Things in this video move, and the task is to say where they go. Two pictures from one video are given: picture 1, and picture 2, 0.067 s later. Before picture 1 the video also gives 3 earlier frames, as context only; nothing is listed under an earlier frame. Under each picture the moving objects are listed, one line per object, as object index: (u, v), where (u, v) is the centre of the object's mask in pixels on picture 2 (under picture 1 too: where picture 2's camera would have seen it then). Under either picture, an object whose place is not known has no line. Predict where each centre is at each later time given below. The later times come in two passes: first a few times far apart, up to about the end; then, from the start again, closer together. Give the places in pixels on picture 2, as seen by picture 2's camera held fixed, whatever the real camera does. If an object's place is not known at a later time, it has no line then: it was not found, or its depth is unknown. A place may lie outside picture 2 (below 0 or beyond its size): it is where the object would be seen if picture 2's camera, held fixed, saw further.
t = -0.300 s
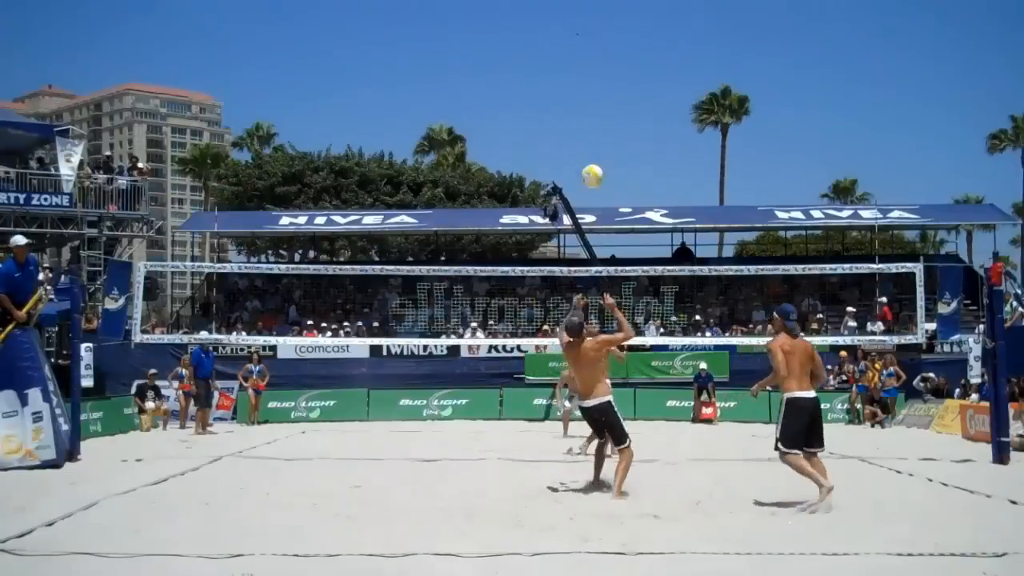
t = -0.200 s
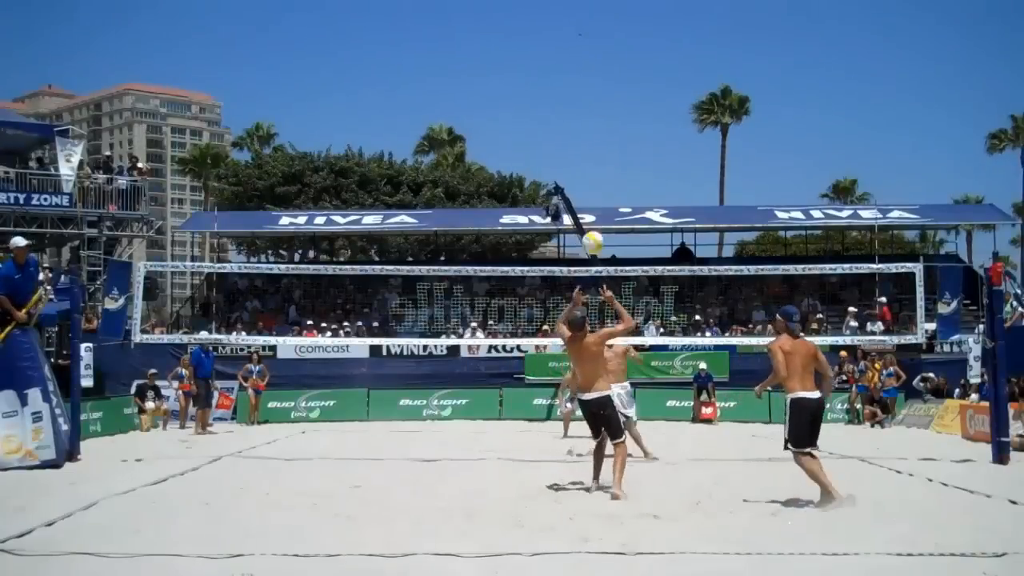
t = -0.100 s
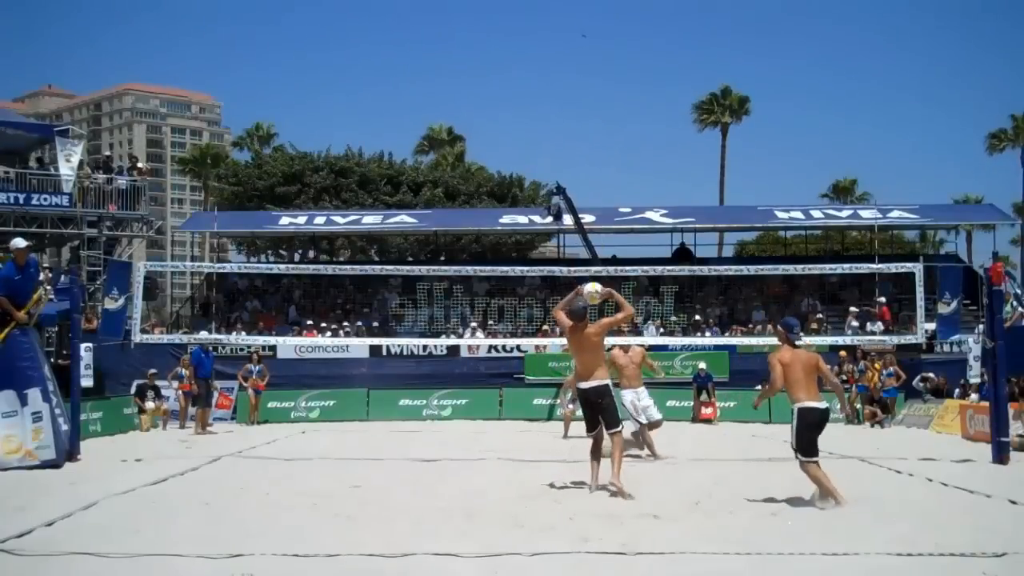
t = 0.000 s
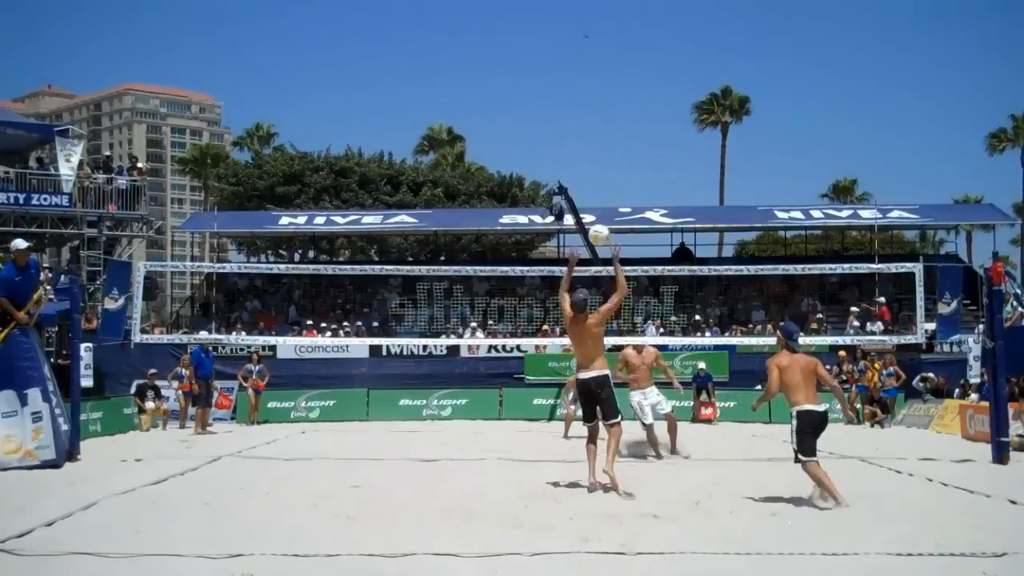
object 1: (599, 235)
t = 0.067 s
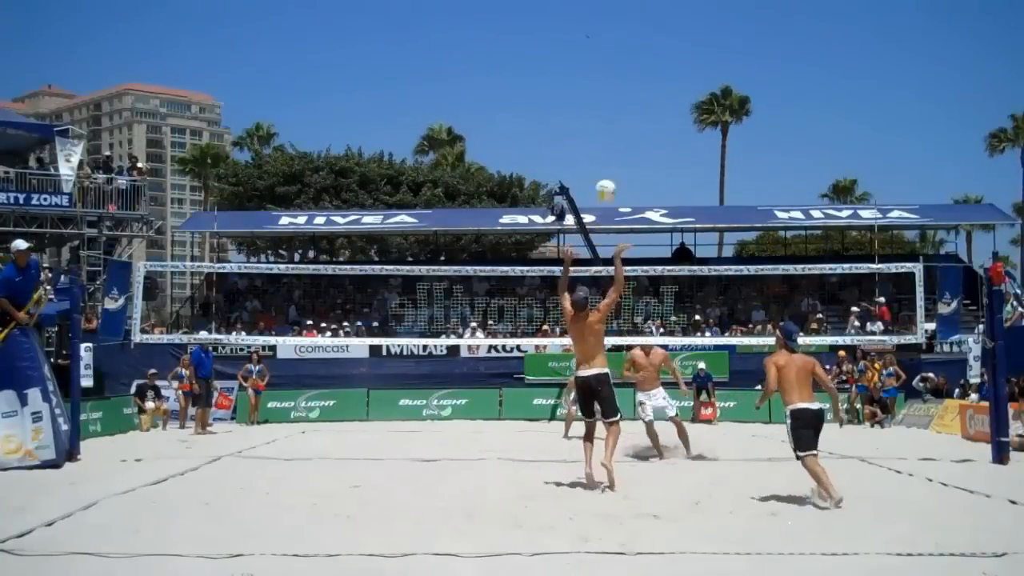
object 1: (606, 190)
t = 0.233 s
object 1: (621, 99)
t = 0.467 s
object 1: (640, 20)
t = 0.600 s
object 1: (650, 4)
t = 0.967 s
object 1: (672, 22)
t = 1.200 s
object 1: (682, 95)
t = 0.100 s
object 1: (609, 169)
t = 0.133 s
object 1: (612, 150)
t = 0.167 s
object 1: (615, 132)
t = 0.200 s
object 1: (618, 115)
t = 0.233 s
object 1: (621, 99)
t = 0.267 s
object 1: (624, 85)
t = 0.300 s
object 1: (627, 71)
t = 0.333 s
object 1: (629, 59)
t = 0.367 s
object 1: (632, 47)
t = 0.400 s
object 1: (635, 37)
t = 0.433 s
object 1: (637, 28)
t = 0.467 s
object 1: (640, 20)
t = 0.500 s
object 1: (642, 13)
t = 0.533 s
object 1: (645, 8)
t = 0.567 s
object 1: (648, 6)
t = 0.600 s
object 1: (650, 4)
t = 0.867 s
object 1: (667, 7)
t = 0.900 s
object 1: (669, 9)
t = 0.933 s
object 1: (670, 15)
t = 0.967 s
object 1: (672, 22)
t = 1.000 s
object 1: (674, 30)
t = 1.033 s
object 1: (675, 39)
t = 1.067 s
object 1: (677, 48)
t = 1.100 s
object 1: (678, 59)
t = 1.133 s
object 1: (680, 70)
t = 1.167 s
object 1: (681, 82)
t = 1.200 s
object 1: (682, 95)
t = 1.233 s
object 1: (684, 108)
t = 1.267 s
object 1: (685, 123)
